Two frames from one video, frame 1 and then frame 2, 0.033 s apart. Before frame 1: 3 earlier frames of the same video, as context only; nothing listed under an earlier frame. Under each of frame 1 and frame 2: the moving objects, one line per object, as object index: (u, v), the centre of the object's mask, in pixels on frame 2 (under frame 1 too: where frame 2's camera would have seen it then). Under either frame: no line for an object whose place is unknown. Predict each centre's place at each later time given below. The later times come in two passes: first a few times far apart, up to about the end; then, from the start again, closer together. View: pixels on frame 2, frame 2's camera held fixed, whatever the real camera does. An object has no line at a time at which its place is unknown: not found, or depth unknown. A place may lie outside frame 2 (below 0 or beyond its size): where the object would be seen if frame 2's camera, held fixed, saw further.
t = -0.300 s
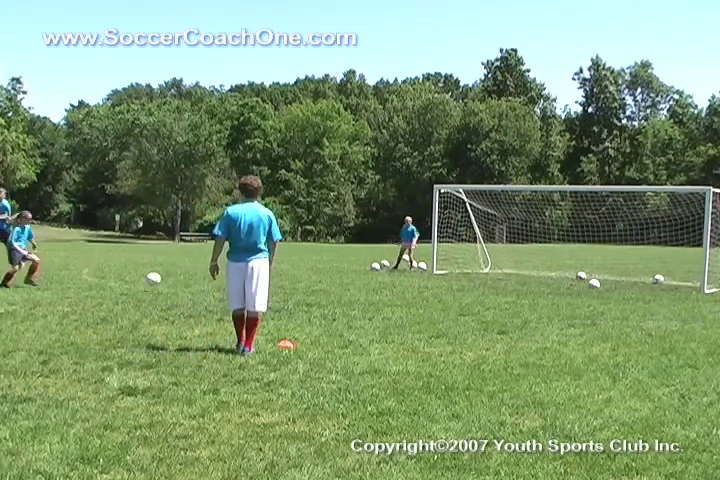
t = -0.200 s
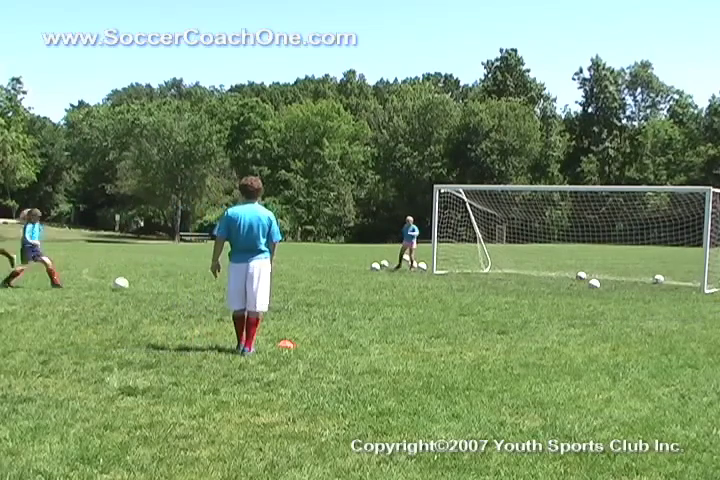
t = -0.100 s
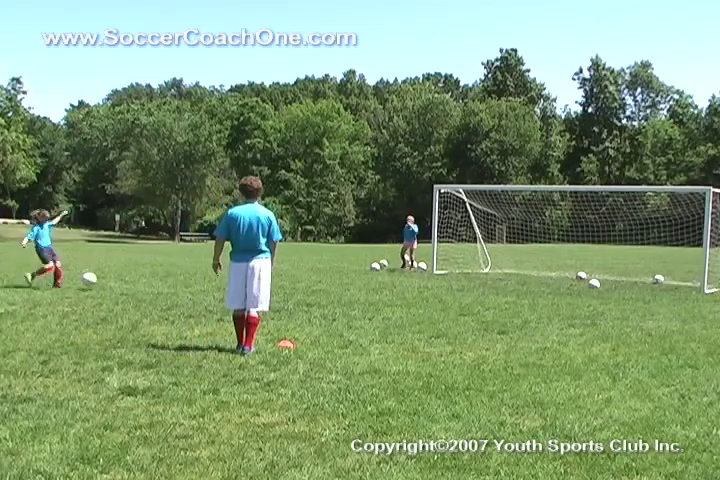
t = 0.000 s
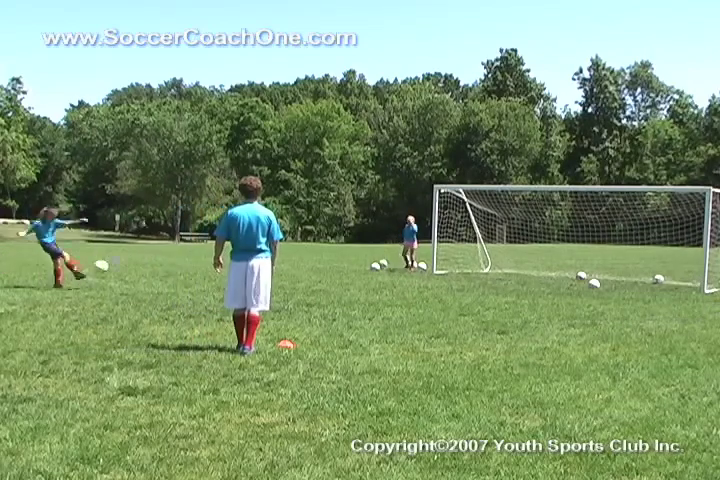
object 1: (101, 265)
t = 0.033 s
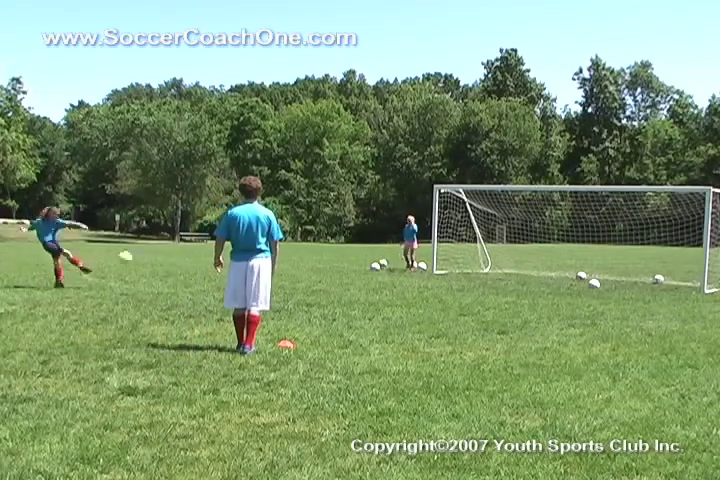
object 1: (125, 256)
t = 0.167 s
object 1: (211, 231)
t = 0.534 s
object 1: (387, 220)
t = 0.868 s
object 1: (489, 256)
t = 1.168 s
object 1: (524, 248)
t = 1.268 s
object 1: (528, 244)
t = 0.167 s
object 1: (211, 231)
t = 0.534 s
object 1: (387, 220)
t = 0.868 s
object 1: (489, 256)
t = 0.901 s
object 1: (496, 261)
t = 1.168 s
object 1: (524, 248)
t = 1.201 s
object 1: (524, 245)
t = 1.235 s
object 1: (526, 245)
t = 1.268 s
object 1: (528, 244)
